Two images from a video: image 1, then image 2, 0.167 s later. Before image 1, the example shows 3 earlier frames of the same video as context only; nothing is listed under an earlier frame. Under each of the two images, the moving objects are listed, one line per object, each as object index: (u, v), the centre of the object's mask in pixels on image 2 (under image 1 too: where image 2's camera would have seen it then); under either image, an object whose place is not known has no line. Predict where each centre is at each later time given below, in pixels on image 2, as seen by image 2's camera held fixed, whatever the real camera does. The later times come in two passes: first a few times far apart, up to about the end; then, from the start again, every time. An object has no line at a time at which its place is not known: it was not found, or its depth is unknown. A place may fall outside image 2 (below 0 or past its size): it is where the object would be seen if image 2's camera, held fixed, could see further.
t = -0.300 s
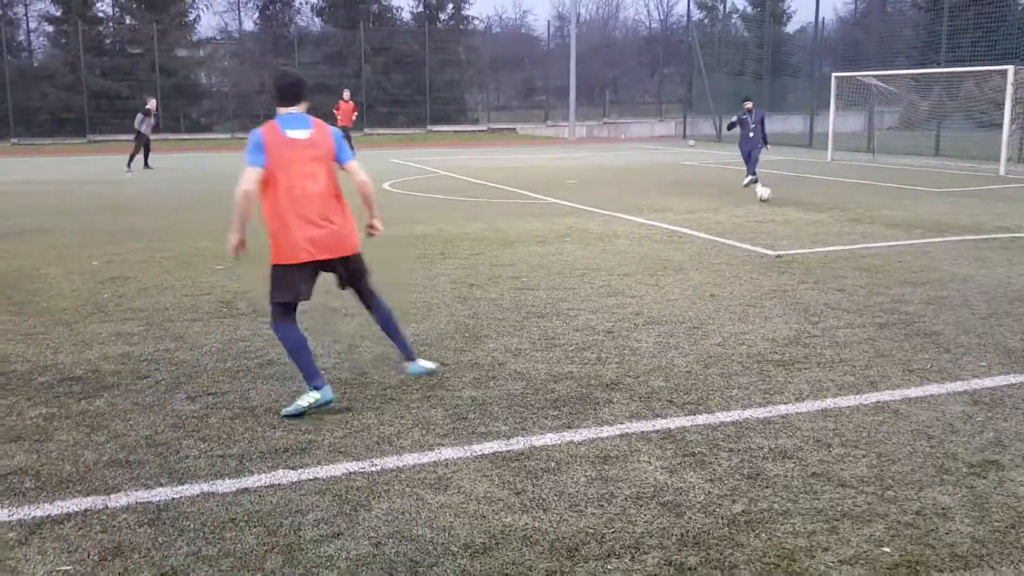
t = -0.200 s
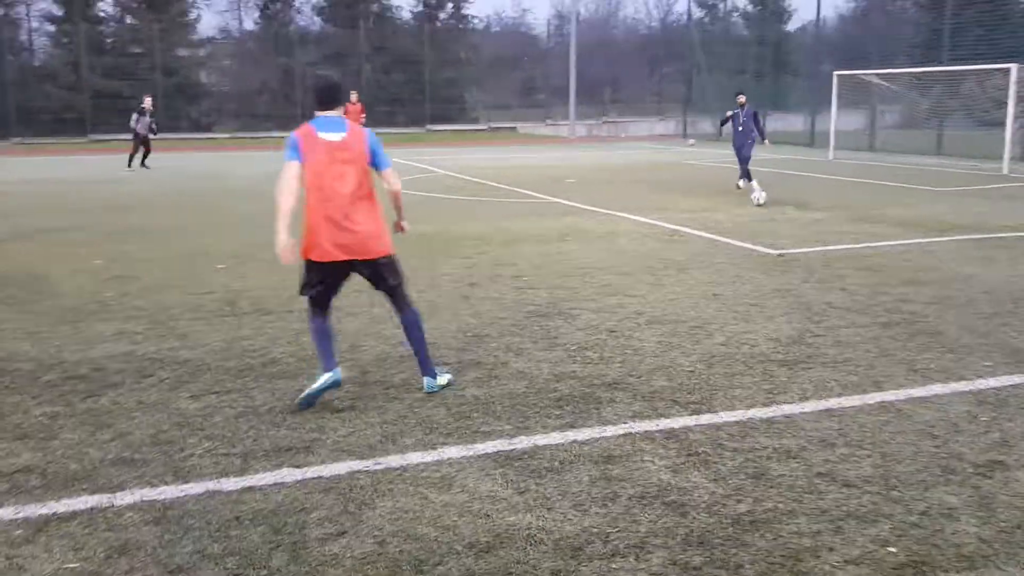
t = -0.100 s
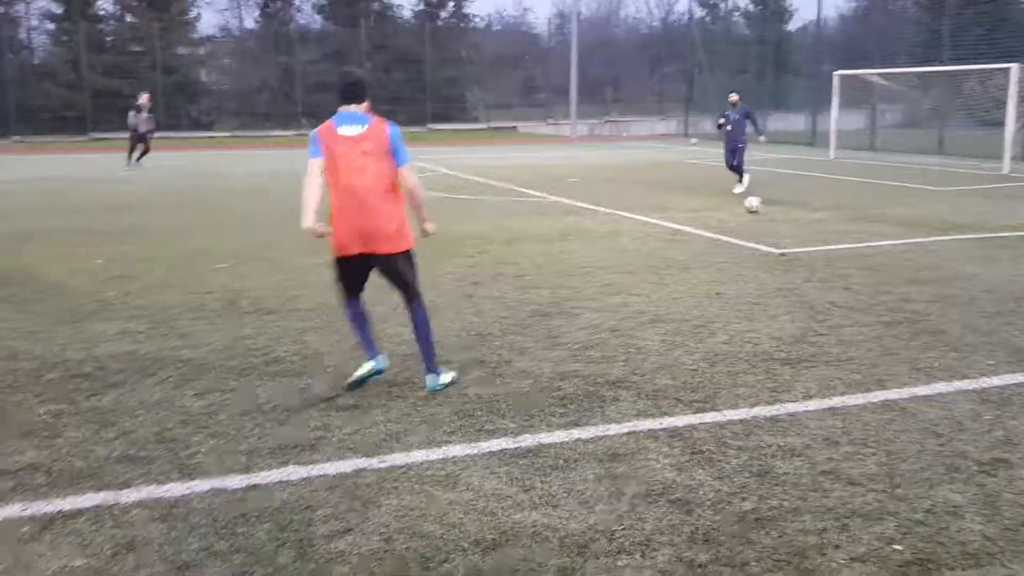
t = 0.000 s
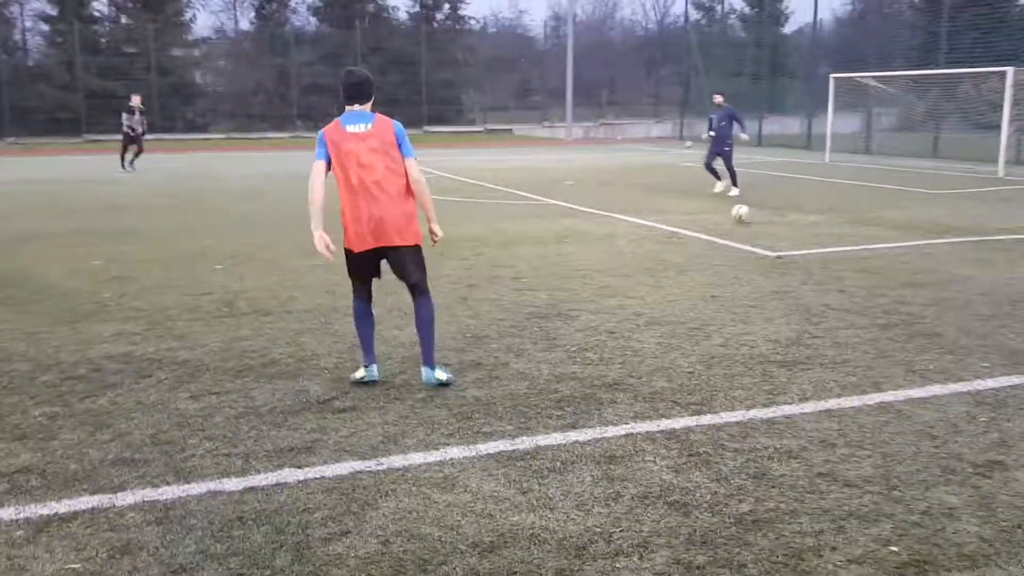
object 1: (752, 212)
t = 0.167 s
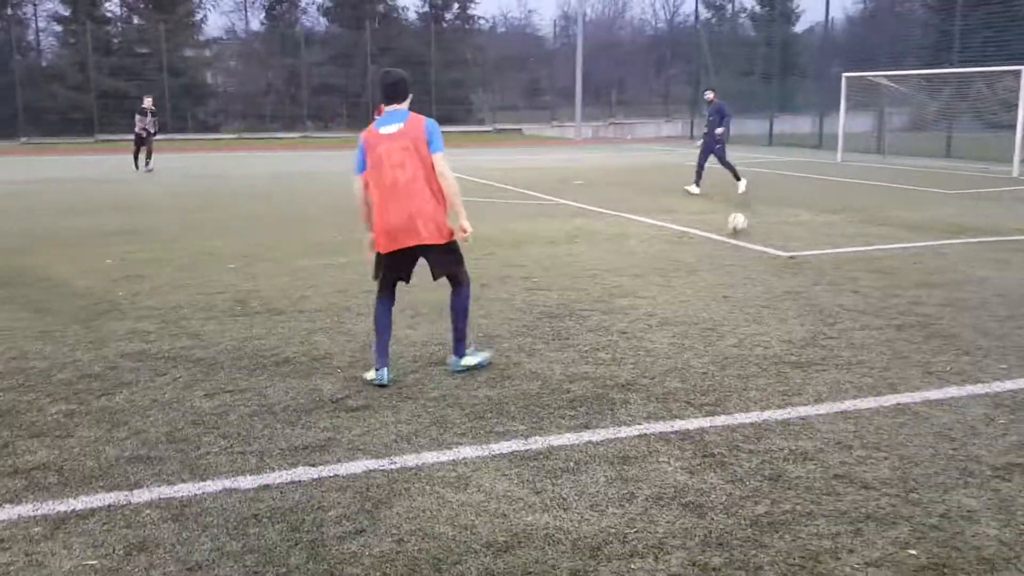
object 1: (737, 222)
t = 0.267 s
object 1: (728, 229)
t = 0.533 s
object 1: (702, 250)
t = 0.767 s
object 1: (672, 278)
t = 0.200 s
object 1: (734, 227)
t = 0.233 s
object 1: (731, 229)
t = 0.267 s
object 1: (728, 229)
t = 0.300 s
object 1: (725, 230)
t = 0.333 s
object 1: (722, 232)
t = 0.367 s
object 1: (719, 235)
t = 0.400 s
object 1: (716, 239)
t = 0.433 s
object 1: (712, 245)
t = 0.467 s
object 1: (709, 247)
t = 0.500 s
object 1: (705, 248)
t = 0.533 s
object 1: (702, 250)
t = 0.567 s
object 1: (698, 254)
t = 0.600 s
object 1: (694, 260)
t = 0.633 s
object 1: (690, 263)
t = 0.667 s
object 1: (686, 265)
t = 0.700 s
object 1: (682, 269)
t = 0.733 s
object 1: (678, 273)
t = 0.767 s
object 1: (672, 278)
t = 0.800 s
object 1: (669, 281)
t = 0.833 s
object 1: (663, 284)
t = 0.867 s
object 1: (659, 288)
